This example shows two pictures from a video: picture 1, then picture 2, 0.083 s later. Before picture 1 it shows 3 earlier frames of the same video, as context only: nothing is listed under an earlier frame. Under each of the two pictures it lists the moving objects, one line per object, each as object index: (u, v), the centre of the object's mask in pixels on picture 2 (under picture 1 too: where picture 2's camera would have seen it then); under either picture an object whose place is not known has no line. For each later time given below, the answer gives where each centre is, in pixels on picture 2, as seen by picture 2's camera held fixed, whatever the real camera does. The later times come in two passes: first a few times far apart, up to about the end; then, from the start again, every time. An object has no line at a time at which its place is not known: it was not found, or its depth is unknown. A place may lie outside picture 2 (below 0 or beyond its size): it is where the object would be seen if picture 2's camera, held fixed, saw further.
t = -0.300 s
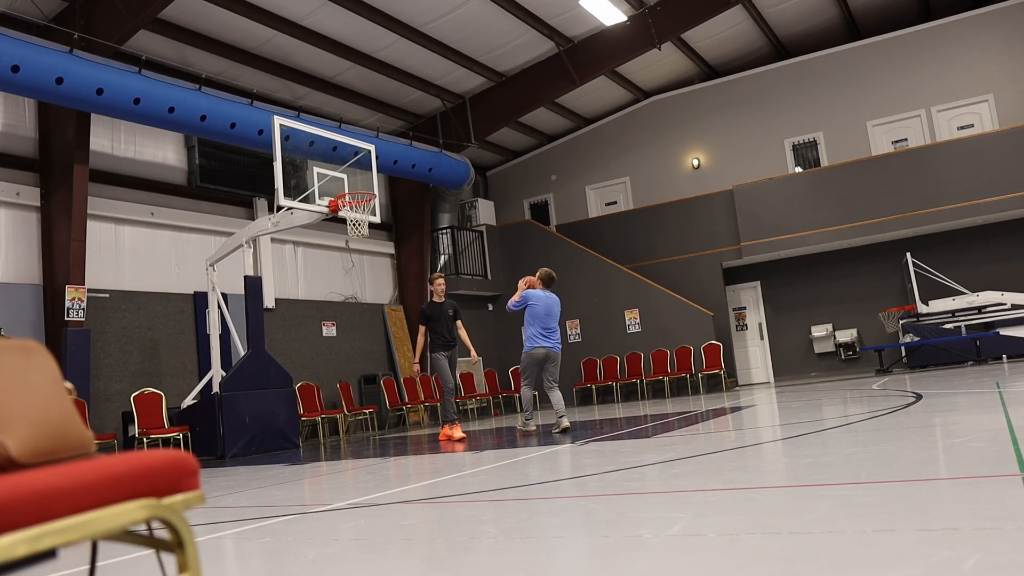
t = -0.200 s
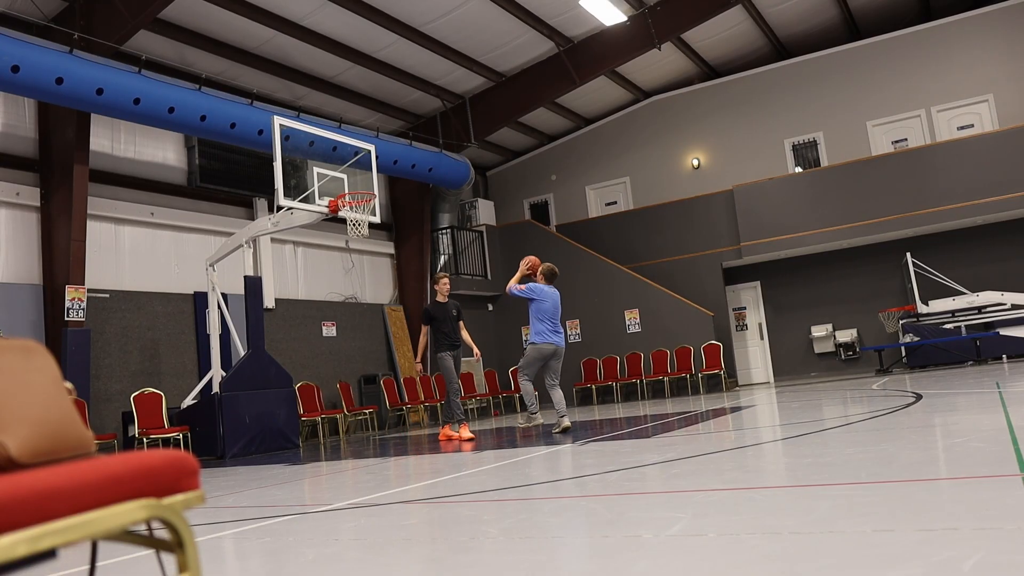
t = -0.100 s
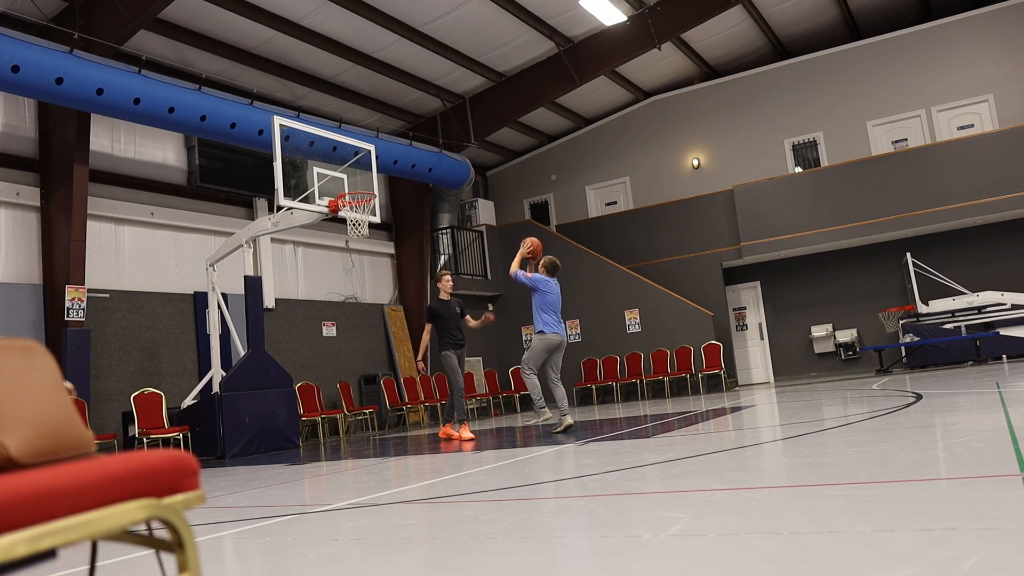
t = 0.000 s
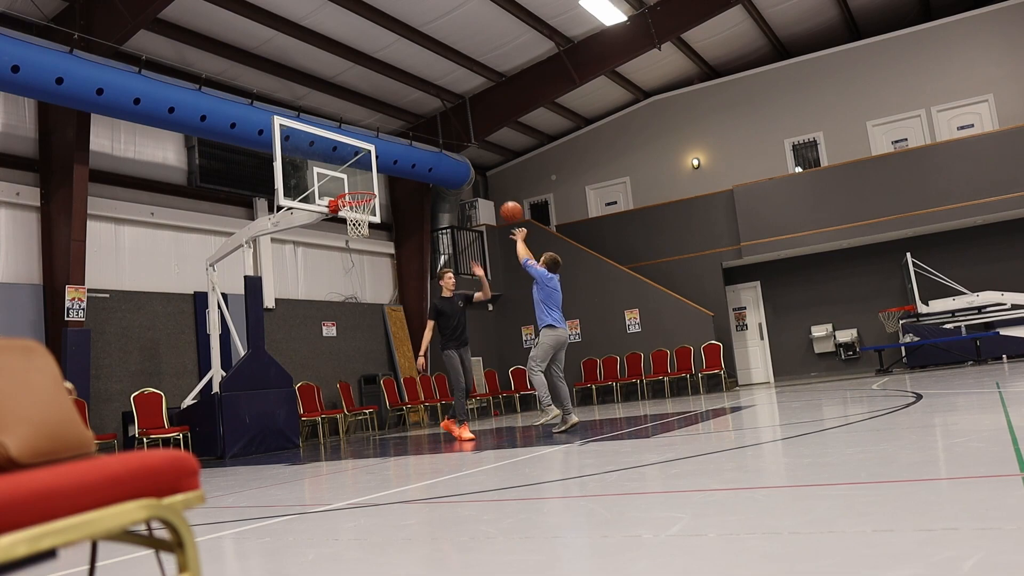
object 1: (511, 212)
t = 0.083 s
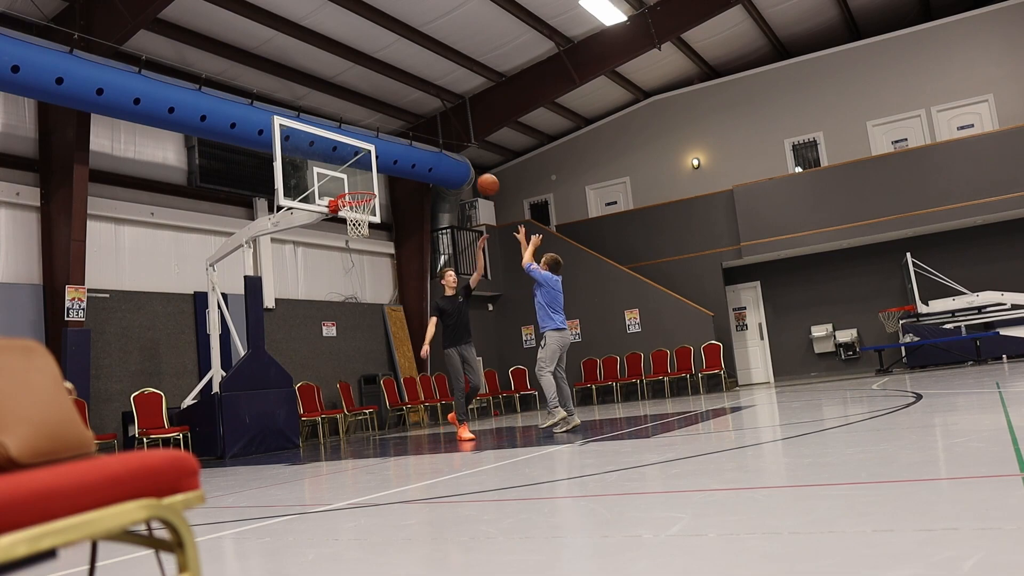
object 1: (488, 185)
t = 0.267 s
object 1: (441, 147)
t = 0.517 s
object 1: (389, 143)
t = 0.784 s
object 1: (341, 189)
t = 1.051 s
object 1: (358, 183)
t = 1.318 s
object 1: (353, 210)
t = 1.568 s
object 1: (347, 234)
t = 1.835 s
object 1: (353, 300)
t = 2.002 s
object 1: (359, 371)
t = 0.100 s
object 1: (484, 180)
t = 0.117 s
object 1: (479, 176)
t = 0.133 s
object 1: (475, 171)
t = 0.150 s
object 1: (470, 167)
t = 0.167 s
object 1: (466, 164)
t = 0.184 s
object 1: (462, 160)
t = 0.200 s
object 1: (458, 157)
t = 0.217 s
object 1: (453, 155)
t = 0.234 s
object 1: (449, 152)
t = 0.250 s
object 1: (445, 149)
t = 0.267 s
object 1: (441, 147)
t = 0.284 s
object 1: (438, 145)
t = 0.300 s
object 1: (434, 144)
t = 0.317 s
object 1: (430, 143)
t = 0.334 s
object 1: (426, 141)
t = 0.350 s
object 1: (423, 140)
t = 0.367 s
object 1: (419, 140)
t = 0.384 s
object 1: (416, 139)
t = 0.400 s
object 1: (412, 139)
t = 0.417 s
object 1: (409, 139)
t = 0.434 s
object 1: (405, 139)
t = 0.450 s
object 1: (402, 139)
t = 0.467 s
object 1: (399, 140)
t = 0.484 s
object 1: (395, 141)
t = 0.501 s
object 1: (392, 142)
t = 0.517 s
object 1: (389, 143)
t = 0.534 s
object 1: (386, 145)
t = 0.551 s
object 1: (383, 146)
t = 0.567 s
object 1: (379, 148)
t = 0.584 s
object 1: (377, 150)
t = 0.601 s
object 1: (374, 152)
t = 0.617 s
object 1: (370, 155)
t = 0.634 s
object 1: (367, 158)
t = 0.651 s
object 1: (364, 160)
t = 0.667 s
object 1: (362, 164)
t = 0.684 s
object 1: (359, 167)
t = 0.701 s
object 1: (356, 171)
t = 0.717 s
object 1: (353, 174)
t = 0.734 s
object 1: (350, 178)
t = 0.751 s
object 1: (347, 182)
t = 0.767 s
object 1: (345, 186)
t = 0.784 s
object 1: (341, 189)
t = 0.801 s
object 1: (340, 189)
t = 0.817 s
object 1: (341, 187)
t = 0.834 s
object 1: (343, 186)
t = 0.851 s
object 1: (344, 185)
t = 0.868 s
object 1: (345, 184)
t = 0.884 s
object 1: (346, 183)
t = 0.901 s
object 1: (347, 182)
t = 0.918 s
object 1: (348, 182)
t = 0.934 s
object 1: (350, 181)
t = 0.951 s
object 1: (351, 181)
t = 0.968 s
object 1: (352, 181)
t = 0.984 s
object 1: (353, 181)
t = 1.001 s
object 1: (354, 181)
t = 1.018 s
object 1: (356, 182)
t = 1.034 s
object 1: (357, 182)
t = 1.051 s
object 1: (358, 183)
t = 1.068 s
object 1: (359, 184)
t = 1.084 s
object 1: (361, 185)
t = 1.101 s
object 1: (362, 185)
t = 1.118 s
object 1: (363, 186)
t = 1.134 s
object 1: (364, 187)
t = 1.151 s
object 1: (365, 188)
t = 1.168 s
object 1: (364, 189)
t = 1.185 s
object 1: (363, 189)
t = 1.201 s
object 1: (363, 193)
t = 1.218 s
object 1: (361, 197)
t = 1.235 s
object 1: (360, 199)
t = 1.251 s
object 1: (359, 200)
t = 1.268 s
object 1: (357, 202)
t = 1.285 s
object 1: (356, 204)
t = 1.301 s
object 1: (354, 208)
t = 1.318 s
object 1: (353, 210)
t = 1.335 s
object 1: (351, 210)
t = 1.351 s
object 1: (350, 213)
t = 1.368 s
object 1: (349, 215)
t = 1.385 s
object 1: (349, 217)
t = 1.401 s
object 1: (349, 217)
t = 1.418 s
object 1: (348, 219)
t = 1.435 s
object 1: (349, 223)
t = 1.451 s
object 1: (348, 227)
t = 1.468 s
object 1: (348, 227)
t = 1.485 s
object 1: (348, 227)
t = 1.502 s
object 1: (347, 228)
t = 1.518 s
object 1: (347, 229)
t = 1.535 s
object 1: (347, 231)
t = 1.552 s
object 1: (347, 232)
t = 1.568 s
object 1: (347, 234)
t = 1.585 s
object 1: (348, 237)
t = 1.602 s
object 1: (348, 239)
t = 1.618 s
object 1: (348, 242)
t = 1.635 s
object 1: (348, 245)
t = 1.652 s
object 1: (349, 249)
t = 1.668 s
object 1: (349, 252)
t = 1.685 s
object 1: (349, 256)
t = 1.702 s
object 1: (350, 260)
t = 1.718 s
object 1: (350, 264)
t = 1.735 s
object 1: (350, 269)
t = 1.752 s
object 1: (351, 273)
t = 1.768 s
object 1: (351, 278)
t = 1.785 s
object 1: (352, 283)
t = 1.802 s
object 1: (352, 289)
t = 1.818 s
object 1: (353, 295)
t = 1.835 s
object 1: (353, 300)
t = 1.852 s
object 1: (353, 306)
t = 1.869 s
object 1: (354, 312)
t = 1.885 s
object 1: (355, 319)
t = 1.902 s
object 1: (356, 326)
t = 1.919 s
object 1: (356, 333)
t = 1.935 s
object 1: (357, 340)
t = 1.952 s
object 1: (357, 347)
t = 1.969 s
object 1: (358, 355)
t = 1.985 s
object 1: (359, 363)
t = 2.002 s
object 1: (359, 371)
